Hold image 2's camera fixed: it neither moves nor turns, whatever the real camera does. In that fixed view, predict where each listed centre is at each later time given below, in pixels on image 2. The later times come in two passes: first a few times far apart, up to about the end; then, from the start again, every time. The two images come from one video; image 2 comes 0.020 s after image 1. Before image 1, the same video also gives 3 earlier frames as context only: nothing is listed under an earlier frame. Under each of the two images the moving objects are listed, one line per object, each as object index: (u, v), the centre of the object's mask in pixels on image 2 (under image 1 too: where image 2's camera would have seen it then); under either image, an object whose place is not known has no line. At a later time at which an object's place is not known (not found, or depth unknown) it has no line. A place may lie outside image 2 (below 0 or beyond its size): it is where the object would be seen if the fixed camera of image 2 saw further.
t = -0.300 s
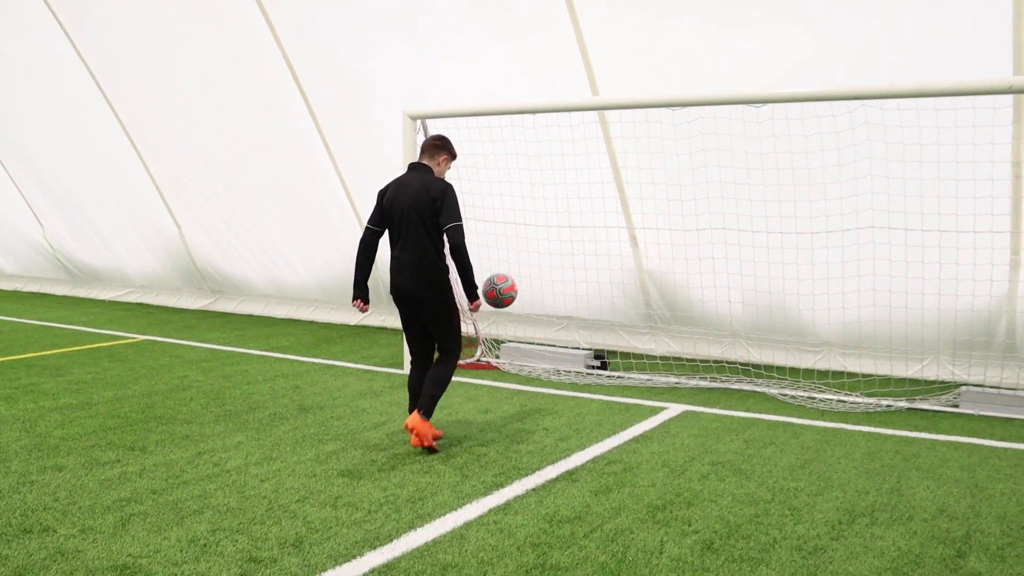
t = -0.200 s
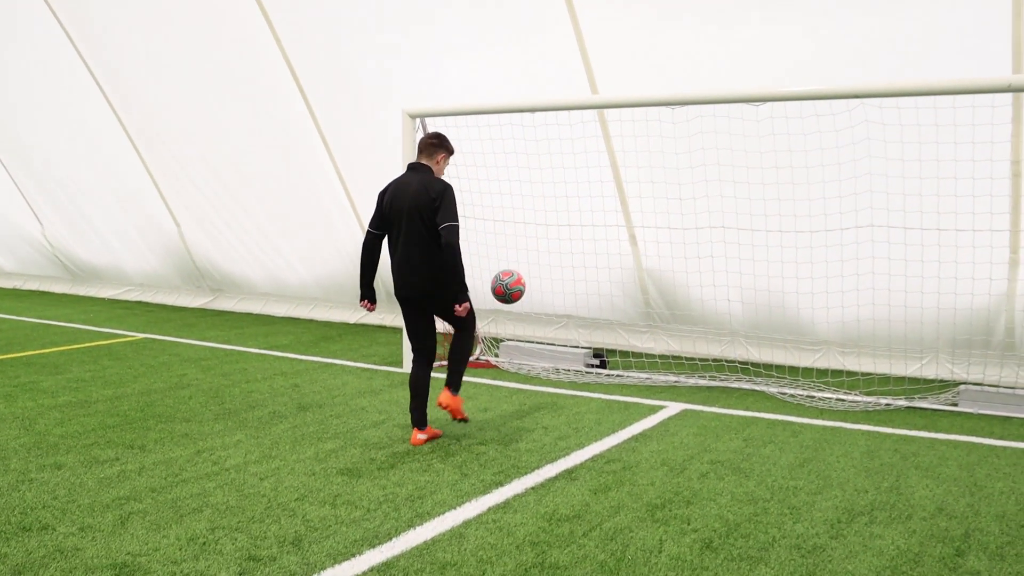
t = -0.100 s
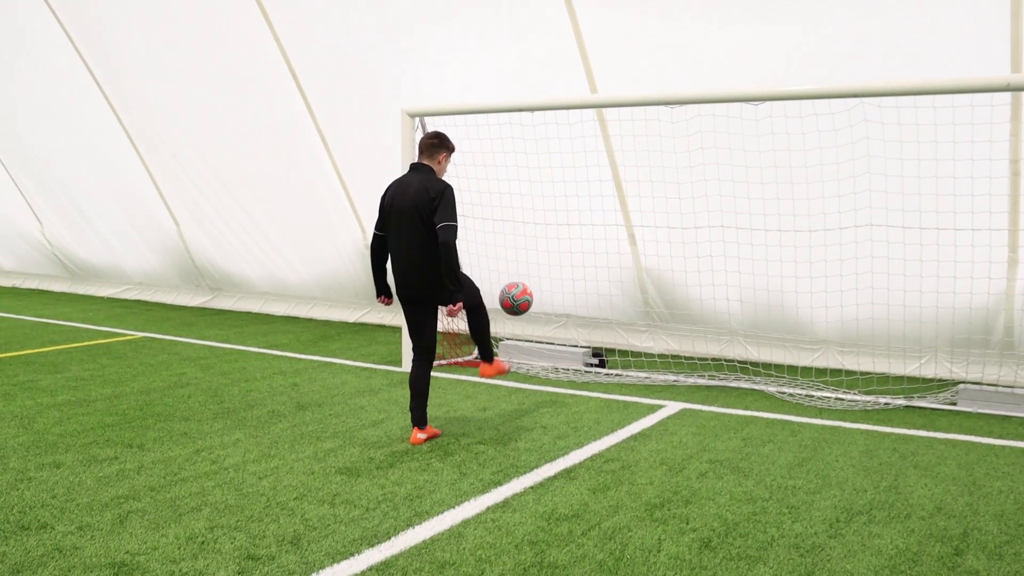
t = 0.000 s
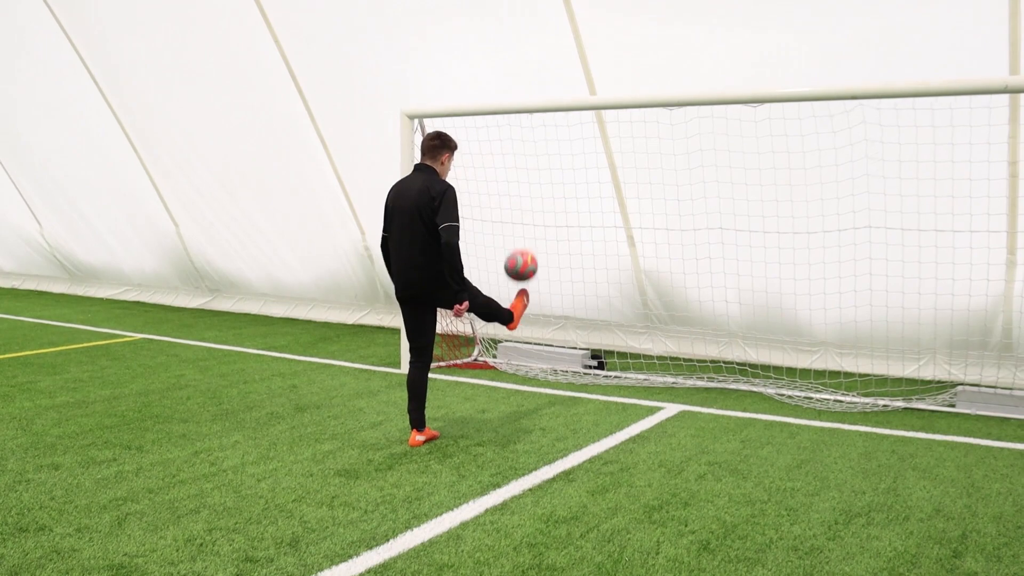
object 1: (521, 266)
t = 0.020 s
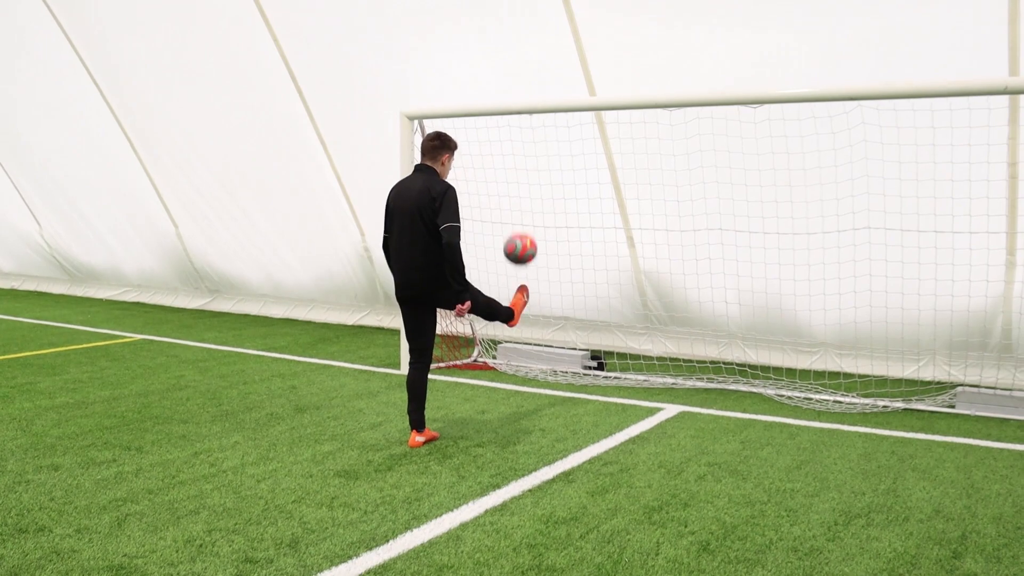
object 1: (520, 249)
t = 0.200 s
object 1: (516, 111)
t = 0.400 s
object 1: (510, 11)
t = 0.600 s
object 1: (503, -14)
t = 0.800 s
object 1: (495, 6)
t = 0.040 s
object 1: (520, 231)
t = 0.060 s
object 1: (519, 214)
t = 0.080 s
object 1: (519, 198)
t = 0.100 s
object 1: (518, 182)
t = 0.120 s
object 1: (518, 167)
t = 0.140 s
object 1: (518, 152)
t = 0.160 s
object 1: (517, 138)
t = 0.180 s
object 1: (517, 124)
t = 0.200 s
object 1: (516, 111)
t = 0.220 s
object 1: (515, 98)
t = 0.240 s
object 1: (515, 86)
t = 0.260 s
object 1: (514, 75)
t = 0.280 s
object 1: (513, 64)
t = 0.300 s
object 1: (513, 54)
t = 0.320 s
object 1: (512, 44)
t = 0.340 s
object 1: (511, 35)
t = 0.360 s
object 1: (511, 27)
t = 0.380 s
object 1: (510, 19)
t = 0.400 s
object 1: (510, 11)
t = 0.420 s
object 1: (509, 5)
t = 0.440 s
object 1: (508, 1)
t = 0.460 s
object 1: (508, -2)
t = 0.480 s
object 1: (507, -4)
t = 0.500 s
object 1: (506, -6)
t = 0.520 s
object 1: (506, -8)
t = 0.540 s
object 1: (505, -10)
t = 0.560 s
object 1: (504, -11)
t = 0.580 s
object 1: (503, -13)
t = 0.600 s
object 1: (503, -14)
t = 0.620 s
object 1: (502, -15)
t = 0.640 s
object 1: (501, -16)
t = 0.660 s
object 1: (500, -17)
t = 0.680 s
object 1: (499, -17)
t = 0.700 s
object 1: (498, -16)
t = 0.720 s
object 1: (498, -14)
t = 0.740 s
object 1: (497, -11)
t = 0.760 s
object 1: (496, -6)
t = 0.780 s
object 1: (495, -1)
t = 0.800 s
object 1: (495, 6)
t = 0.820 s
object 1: (494, 13)
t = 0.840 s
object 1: (493, 21)
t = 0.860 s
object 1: (492, 31)
